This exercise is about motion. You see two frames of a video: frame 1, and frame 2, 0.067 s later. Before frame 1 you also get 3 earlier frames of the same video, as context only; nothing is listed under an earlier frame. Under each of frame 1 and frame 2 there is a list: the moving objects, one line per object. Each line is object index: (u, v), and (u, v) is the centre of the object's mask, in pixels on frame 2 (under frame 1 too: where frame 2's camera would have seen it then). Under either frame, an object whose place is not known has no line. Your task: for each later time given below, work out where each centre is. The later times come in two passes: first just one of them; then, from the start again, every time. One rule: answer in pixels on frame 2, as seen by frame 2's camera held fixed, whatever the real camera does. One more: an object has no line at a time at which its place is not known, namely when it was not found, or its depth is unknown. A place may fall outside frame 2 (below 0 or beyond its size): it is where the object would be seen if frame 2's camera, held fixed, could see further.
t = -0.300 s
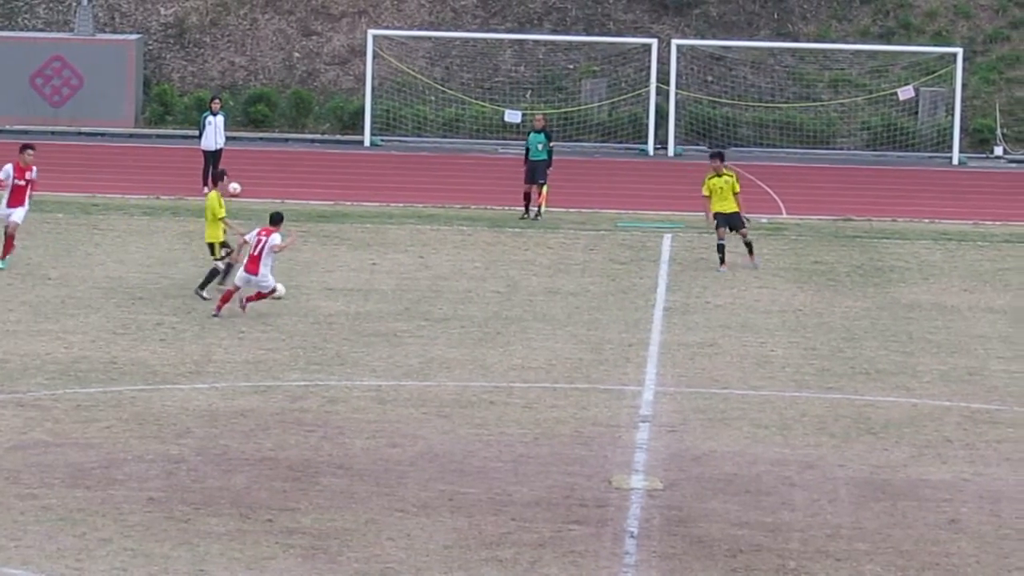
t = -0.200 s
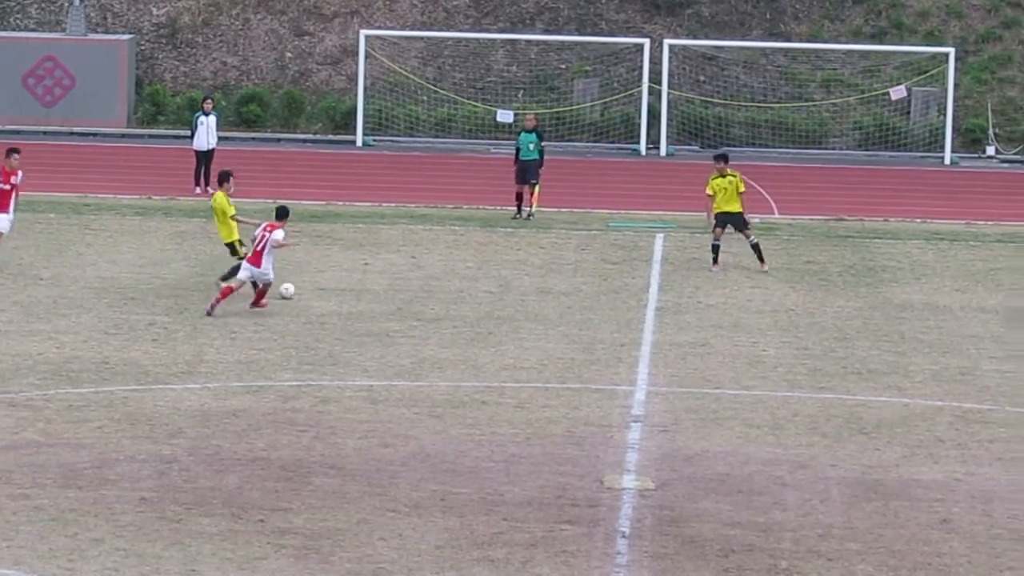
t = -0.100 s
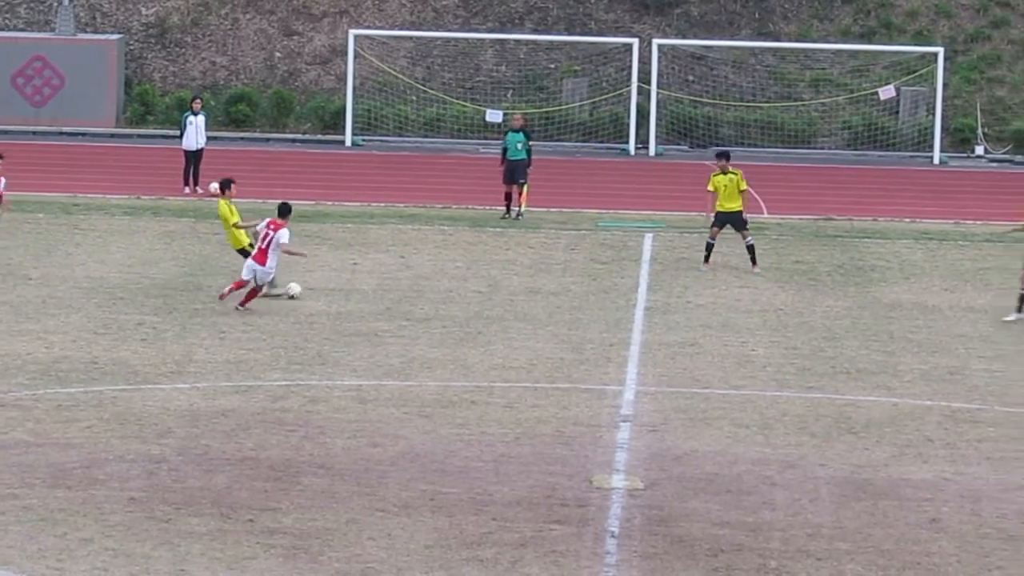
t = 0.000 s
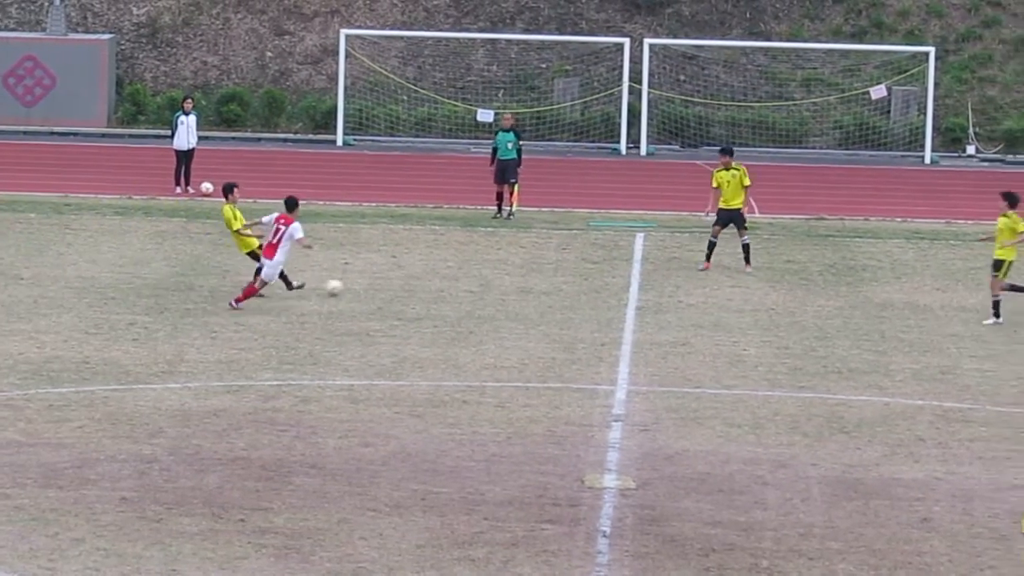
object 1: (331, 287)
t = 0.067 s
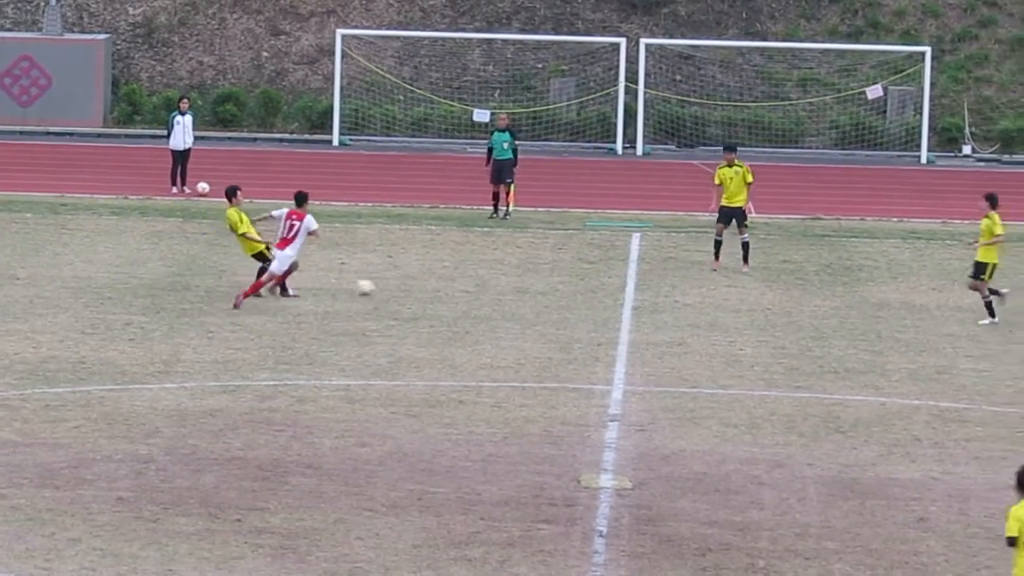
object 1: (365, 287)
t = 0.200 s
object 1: (425, 284)
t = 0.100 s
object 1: (380, 286)
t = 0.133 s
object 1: (396, 284)
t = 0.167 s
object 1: (411, 283)
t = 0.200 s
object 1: (425, 284)
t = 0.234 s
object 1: (440, 283)
